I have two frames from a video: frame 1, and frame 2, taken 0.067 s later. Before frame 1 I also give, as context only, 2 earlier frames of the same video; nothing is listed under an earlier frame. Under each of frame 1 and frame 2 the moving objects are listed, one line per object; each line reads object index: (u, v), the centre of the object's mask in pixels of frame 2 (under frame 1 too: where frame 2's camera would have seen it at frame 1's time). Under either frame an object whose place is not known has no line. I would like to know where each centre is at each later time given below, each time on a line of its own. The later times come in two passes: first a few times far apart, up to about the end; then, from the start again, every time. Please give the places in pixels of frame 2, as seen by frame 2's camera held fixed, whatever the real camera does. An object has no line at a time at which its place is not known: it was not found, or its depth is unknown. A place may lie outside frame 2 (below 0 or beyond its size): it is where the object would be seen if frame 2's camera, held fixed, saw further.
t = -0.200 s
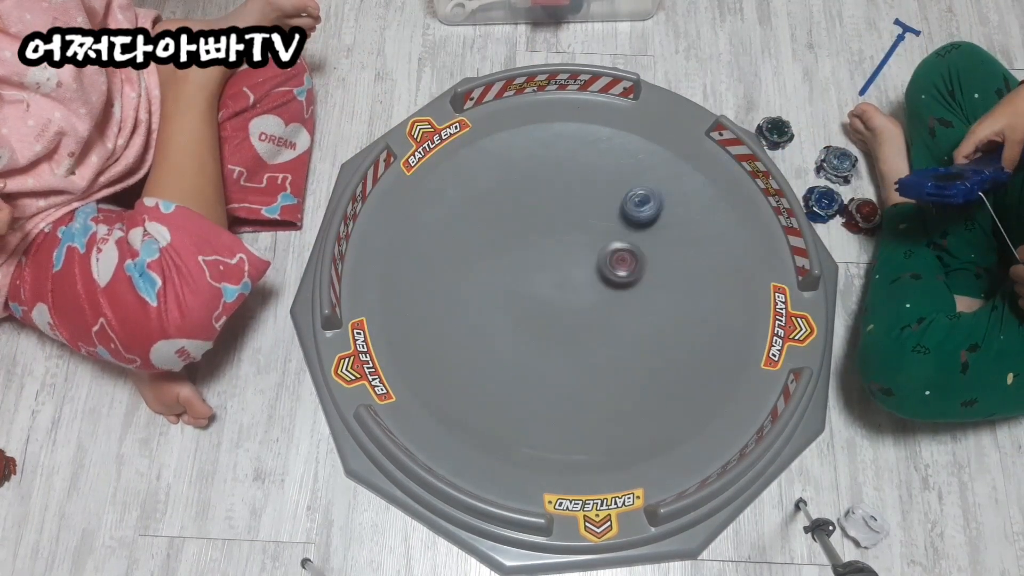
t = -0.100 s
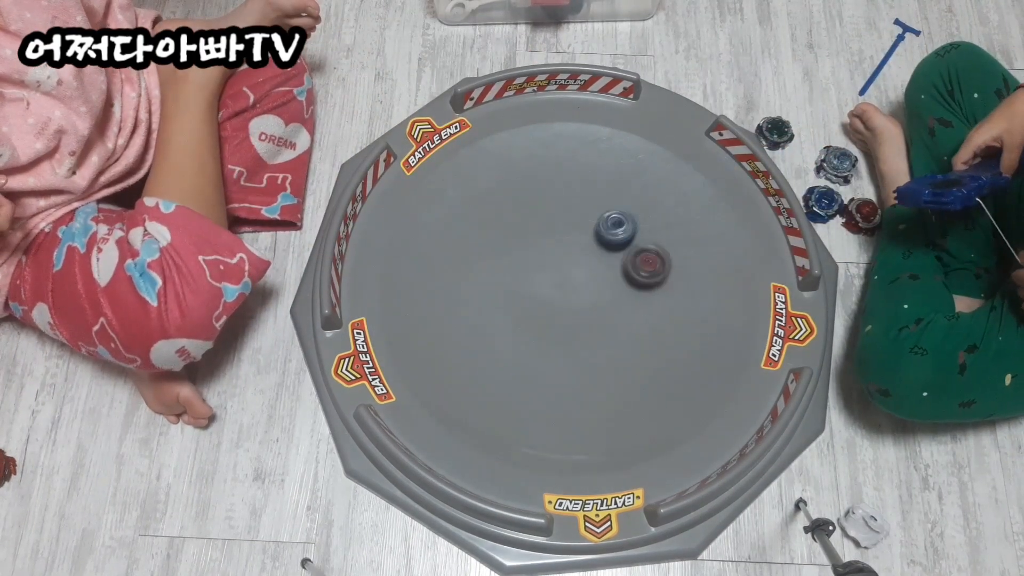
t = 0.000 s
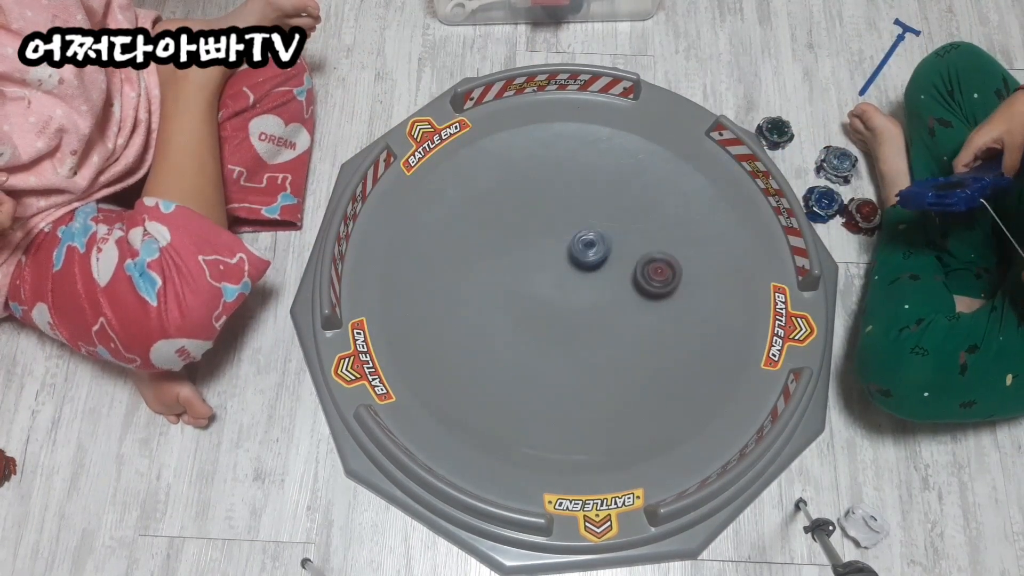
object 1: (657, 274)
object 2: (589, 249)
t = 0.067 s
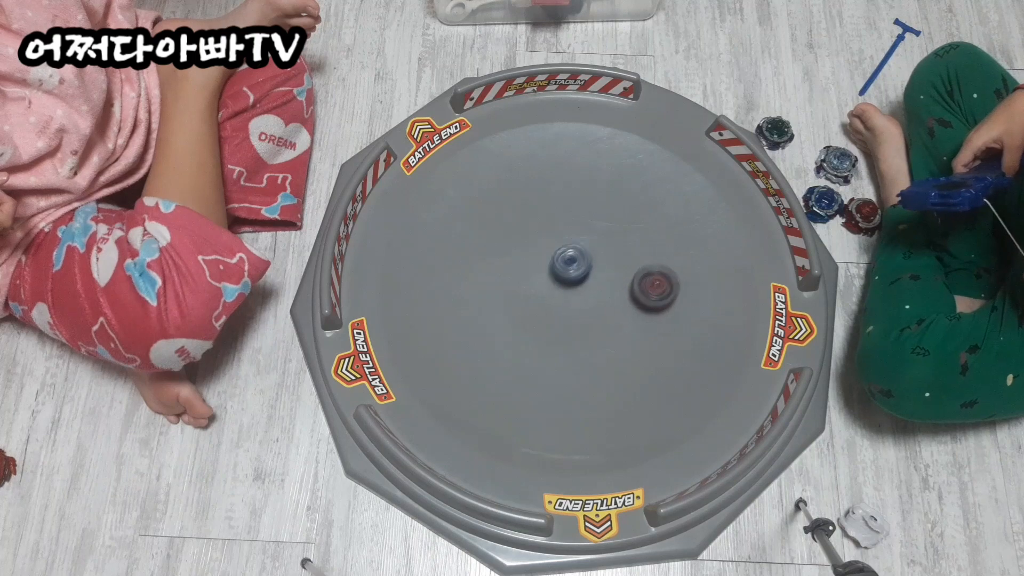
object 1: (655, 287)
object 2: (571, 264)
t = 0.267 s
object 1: (623, 334)
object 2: (530, 315)
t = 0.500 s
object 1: (576, 322)
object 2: (501, 378)
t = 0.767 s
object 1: (543, 266)
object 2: (542, 415)
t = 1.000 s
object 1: (574, 254)
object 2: (582, 366)
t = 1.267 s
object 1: (587, 256)
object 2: (593, 322)
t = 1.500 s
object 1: (608, 203)
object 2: (596, 307)
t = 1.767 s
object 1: (601, 209)
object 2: (574, 279)
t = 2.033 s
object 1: (603, 226)
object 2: (540, 274)
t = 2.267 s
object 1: (566, 242)
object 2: (536, 288)
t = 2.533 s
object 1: (582, 255)
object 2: (548, 348)
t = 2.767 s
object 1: (601, 250)
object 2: (576, 379)
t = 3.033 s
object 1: (559, 289)
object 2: (614, 361)
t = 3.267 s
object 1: (550, 301)
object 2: (619, 316)
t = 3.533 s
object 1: (550, 265)
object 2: (596, 262)
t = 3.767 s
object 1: (535, 278)
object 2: (582, 227)
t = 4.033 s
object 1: (579, 270)
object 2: (561, 212)
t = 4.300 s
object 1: (559, 295)
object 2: (543, 223)
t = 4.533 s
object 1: (586, 302)
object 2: (540, 254)
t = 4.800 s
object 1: (631, 292)
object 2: (485, 269)
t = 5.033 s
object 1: (646, 312)
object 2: (450, 265)
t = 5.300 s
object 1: (667, 312)
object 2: (446, 270)
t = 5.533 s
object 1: (667, 275)
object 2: (485, 273)
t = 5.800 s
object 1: (620, 259)
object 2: (541, 284)
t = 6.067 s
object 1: (616, 272)
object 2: (585, 309)
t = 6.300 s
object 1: (603, 258)
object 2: (598, 335)
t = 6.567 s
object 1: (569, 261)
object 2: (607, 355)
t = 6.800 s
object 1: (572, 291)
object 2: (610, 350)
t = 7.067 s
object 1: (580, 281)
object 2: (602, 322)
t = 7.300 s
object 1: (546, 263)
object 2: (611, 309)
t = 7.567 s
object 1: (547, 260)
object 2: (633, 309)
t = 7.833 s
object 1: (562, 271)
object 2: (638, 300)
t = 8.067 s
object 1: (582, 284)
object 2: (625, 285)
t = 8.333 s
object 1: (566, 286)
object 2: (637, 279)
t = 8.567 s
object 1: (559, 283)
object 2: (638, 276)
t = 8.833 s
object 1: (560, 285)
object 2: (622, 272)
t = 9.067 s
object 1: (570, 280)
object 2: (602, 263)
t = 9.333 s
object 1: (571, 288)
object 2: (619, 244)
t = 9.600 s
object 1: (586, 283)
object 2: (635, 244)
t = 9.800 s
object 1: (575, 286)
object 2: (637, 242)
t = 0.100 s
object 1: (649, 293)
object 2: (562, 273)
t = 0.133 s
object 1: (641, 299)
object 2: (554, 281)
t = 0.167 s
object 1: (634, 308)
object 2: (547, 289)
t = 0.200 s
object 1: (630, 317)
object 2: (541, 298)
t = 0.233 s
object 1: (627, 327)
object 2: (535, 307)
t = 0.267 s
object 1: (623, 334)
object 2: (530, 315)
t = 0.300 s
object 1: (620, 339)
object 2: (524, 324)
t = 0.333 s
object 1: (615, 342)
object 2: (519, 333)
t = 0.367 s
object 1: (609, 343)
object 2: (513, 341)
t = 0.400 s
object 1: (602, 341)
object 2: (508, 350)
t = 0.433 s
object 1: (594, 337)
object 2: (504, 360)
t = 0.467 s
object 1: (586, 329)
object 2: (502, 369)
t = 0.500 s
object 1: (576, 322)
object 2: (501, 378)
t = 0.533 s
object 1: (565, 315)
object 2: (501, 388)
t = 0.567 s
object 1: (556, 309)
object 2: (503, 396)
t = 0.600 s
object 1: (549, 303)
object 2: (507, 403)
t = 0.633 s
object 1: (544, 298)
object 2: (512, 409)
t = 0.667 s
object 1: (540, 291)
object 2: (519, 413)
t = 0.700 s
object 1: (538, 283)
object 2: (527, 416)
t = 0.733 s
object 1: (539, 275)
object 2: (534, 417)
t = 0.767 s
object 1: (543, 266)
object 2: (542, 415)
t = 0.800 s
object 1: (549, 259)
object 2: (548, 412)
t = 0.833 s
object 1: (556, 254)
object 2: (556, 407)
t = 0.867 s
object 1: (562, 251)
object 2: (562, 401)
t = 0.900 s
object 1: (567, 250)
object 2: (568, 394)
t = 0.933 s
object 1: (570, 249)
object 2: (574, 387)
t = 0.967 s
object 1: (572, 251)
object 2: (579, 376)
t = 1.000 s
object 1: (574, 254)
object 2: (582, 366)
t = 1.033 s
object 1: (577, 258)
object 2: (584, 355)
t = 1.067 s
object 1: (580, 261)
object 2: (585, 345)
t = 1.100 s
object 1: (582, 266)
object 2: (586, 334)
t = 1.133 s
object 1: (582, 271)
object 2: (586, 324)
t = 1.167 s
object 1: (582, 274)
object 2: (587, 318)
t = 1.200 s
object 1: (582, 268)
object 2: (588, 322)
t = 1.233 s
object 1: (583, 262)
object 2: (591, 322)
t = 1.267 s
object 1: (587, 256)
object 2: (593, 322)
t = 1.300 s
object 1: (591, 250)
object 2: (594, 321)
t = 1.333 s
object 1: (597, 242)
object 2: (595, 320)
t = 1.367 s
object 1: (601, 234)
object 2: (597, 318)
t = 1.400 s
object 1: (604, 227)
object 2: (598, 316)
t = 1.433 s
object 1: (606, 219)
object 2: (598, 313)
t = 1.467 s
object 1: (607, 211)
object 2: (598, 310)
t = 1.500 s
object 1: (608, 203)
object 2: (596, 307)
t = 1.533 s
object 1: (606, 196)
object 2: (596, 303)
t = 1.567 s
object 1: (604, 192)
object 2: (594, 300)
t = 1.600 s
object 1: (603, 189)
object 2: (593, 297)
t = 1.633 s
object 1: (603, 189)
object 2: (590, 292)
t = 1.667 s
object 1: (602, 191)
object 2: (586, 288)
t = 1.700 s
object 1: (600, 195)
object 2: (582, 284)
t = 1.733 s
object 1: (599, 202)
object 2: (578, 282)
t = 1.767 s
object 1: (601, 209)
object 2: (574, 279)
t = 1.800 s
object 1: (604, 215)
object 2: (569, 277)
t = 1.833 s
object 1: (608, 220)
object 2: (564, 275)
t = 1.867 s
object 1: (611, 223)
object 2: (561, 274)
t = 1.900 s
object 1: (612, 225)
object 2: (556, 272)
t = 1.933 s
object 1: (611, 228)
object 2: (552, 271)
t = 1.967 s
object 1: (609, 229)
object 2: (546, 272)
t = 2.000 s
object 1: (606, 228)
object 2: (543, 273)
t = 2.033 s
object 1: (603, 226)
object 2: (540, 274)
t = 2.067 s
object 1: (598, 223)
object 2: (537, 276)
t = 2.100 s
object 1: (591, 222)
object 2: (535, 277)
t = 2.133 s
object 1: (585, 223)
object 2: (534, 280)
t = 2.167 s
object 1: (581, 226)
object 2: (534, 282)
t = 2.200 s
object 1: (576, 230)
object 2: (534, 283)
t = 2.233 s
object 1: (571, 236)
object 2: (534, 286)
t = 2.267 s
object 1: (566, 242)
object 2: (536, 288)
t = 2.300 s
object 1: (559, 248)
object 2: (539, 290)
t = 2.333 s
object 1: (557, 253)
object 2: (539, 296)
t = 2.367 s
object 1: (558, 255)
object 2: (538, 307)
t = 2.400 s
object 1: (561, 255)
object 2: (539, 317)
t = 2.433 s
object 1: (564, 255)
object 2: (540, 324)
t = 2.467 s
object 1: (569, 254)
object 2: (542, 332)
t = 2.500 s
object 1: (575, 254)
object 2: (544, 341)
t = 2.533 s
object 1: (582, 255)
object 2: (548, 348)
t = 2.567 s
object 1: (589, 255)
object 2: (550, 354)
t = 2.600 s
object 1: (596, 254)
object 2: (553, 360)
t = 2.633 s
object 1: (601, 253)
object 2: (558, 366)
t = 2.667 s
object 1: (604, 250)
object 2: (562, 370)
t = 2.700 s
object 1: (604, 248)
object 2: (565, 374)
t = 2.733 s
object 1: (603, 248)
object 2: (570, 377)
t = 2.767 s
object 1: (601, 250)
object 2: (576, 379)
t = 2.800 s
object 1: (599, 256)
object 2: (580, 379)
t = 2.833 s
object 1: (595, 262)
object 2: (586, 380)
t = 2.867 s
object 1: (590, 267)
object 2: (592, 379)
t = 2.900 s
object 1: (583, 272)
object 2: (598, 377)
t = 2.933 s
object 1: (576, 276)
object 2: (603, 374)
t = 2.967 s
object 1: (570, 280)
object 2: (607, 370)
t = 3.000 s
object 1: (564, 284)
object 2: (611, 365)
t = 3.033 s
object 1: (559, 289)
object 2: (614, 361)
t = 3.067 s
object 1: (555, 294)
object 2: (617, 355)
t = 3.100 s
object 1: (553, 299)
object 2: (618, 349)
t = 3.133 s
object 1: (553, 303)
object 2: (620, 344)
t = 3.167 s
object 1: (554, 305)
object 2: (621, 336)
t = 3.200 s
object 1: (553, 305)
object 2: (620, 330)
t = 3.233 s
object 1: (552, 304)
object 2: (620, 323)
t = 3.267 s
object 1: (550, 301)
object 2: (619, 316)
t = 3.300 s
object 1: (548, 297)
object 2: (617, 309)
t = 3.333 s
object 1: (547, 292)
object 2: (615, 302)
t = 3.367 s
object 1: (547, 287)
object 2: (612, 295)
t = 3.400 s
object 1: (548, 282)
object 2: (609, 288)
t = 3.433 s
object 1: (550, 277)
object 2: (606, 281)
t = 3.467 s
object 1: (551, 273)
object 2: (601, 274)
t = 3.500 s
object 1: (552, 269)
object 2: (598, 269)
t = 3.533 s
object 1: (550, 265)
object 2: (596, 262)
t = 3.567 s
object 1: (545, 263)
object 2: (594, 256)
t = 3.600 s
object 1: (539, 262)
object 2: (593, 251)
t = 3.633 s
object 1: (534, 263)
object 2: (591, 244)
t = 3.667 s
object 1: (531, 265)
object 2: (588, 240)
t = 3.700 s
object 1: (530, 269)
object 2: (587, 235)
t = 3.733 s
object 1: (531, 274)
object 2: (584, 231)
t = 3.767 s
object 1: (535, 278)
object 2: (582, 227)
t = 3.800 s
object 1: (542, 281)
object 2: (580, 223)
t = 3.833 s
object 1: (549, 283)
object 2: (577, 220)
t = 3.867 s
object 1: (556, 282)
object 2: (574, 218)
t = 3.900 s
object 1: (564, 280)
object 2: (571, 215)
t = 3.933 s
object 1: (571, 277)
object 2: (569, 215)
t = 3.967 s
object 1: (576, 274)
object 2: (566, 213)
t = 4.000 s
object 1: (578, 272)
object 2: (563, 212)
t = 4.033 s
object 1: (579, 270)
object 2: (561, 212)
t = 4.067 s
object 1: (578, 268)
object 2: (557, 212)
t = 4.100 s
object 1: (576, 268)
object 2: (555, 213)
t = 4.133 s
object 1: (572, 270)
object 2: (553, 213)
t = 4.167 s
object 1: (568, 273)
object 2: (550, 215)
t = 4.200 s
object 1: (565, 277)
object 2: (549, 216)
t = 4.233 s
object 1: (562, 282)
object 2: (546, 218)
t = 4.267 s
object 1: (560, 289)
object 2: (545, 221)
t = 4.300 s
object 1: (559, 295)
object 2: (543, 223)
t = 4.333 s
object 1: (561, 301)
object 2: (541, 226)
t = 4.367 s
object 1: (564, 306)
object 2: (540, 230)
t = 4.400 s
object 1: (568, 309)
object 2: (539, 234)
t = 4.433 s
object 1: (573, 310)
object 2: (539, 238)
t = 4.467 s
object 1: (578, 309)
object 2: (538, 243)
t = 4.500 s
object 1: (583, 306)
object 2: (539, 249)
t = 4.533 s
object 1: (586, 302)
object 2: (540, 254)
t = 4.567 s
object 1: (587, 296)
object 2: (541, 260)
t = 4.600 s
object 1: (586, 290)
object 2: (543, 264)
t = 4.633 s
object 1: (589, 286)
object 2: (540, 269)
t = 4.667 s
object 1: (601, 286)
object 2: (525, 269)
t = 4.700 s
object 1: (611, 287)
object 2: (512, 268)
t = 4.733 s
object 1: (620, 288)
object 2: (502, 269)
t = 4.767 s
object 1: (626, 290)
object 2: (492, 269)
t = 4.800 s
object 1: (631, 292)
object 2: (485, 269)
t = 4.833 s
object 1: (634, 294)
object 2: (478, 269)
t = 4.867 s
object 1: (637, 297)
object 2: (473, 269)
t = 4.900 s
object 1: (640, 299)
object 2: (467, 269)
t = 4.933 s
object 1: (643, 302)
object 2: (463, 268)
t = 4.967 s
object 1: (644, 306)
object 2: (458, 267)
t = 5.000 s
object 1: (645, 309)
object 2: (455, 267)
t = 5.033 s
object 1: (646, 312)
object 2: (450, 265)
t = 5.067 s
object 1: (648, 315)
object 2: (446, 265)
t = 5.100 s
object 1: (651, 318)
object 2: (443, 265)
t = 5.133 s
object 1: (654, 320)
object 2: (441, 265)
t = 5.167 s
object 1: (657, 321)
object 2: (439, 265)
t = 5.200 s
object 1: (660, 320)
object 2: (441, 266)
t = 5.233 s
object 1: (663, 318)
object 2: (441, 267)
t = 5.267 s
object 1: (665, 315)
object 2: (443, 268)
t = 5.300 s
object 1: (667, 312)
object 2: (446, 270)
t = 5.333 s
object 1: (668, 307)
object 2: (451, 270)
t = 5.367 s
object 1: (669, 301)
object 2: (454, 271)
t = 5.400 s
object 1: (670, 297)
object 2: (460, 271)
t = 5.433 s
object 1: (670, 292)
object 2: (466, 273)
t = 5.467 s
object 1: (670, 286)
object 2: (471, 272)
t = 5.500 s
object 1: (669, 280)
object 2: (479, 273)
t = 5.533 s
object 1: (667, 275)
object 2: (485, 273)
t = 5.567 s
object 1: (663, 270)
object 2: (492, 274)
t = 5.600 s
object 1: (658, 264)
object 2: (499, 274)
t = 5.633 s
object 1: (653, 260)
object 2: (506, 275)
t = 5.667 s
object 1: (646, 257)
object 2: (514, 276)
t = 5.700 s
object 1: (638, 255)
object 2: (520, 278)
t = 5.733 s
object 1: (631, 255)
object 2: (528, 279)
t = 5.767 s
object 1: (625, 256)
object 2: (535, 282)
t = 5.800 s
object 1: (620, 259)
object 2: (541, 284)
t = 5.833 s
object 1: (615, 262)
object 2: (550, 288)
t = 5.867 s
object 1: (614, 264)
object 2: (555, 290)
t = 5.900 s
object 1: (613, 268)
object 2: (563, 293)
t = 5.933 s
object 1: (612, 271)
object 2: (567, 297)
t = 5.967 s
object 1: (613, 272)
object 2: (572, 300)
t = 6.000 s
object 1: (615, 273)
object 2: (577, 304)
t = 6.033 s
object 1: (615, 273)
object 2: (581, 306)
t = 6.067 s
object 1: (616, 272)
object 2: (585, 309)
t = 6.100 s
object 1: (616, 271)
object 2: (588, 311)
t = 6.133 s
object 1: (615, 269)
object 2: (591, 315)
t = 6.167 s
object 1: (613, 266)
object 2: (593, 318)
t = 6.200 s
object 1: (611, 265)
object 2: (595, 323)
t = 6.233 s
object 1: (608, 262)
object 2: (596, 326)
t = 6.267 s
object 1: (605, 260)
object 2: (598, 331)
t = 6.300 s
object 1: (603, 258)
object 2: (598, 335)
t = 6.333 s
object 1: (599, 255)
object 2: (600, 339)
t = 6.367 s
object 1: (596, 254)
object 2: (601, 343)
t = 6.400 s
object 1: (592, 252)
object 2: (603, 346)
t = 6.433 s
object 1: (586, 252)
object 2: (604, 349)
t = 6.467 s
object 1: (582, 253)
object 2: (604, 350)
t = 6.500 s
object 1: (577, 254)
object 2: (606, 353)
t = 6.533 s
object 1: (572, 257)
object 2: (606, 354)
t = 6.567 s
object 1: (569, 261)
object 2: (607, 355)
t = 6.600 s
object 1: (566, 266)
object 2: (607, 356)
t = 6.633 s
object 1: (564, 270)
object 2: (609, 355)
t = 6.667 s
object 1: (564, 277)
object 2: (610, 356)
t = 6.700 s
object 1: (564, 281)
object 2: (609, 354)
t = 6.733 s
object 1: (567, 286)
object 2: (610, 353)
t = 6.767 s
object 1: (569, 290)
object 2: (609, 352)
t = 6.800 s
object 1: (572, 291)
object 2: (610, 350)
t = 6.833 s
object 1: (575, 293)
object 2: (609, 349)
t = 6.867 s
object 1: (577, 291)
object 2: (609, 345)
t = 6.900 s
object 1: (580, 291)
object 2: (608, 342)
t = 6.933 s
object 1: (581, 289)
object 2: (606, 338)
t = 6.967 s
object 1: (583, 288)
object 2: (605, 334)
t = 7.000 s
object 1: (582, 285)
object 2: (604, 331)
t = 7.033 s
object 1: (581, 283)
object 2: (602, 326)
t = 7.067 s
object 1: (580, 281)
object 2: (602, 322)
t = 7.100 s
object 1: (577, 280)
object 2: (599, 318)
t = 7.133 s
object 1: (574, 278)
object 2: (597, 313)
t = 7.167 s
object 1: (570, 277)
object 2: (597, 310)
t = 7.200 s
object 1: (566, 275)
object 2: (597, 306)
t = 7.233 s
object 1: (558, 270)
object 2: (602, 308)
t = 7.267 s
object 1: (551, 267)
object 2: (607, 309)
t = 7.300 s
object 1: (546, 263)
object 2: (611, 309)
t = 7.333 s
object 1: (542, 263)
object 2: (616, 311)
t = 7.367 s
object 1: (541, 261)
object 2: (619, 311)
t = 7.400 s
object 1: (539, 262)
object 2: (623, 310)
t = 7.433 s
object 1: (541, 260)
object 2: (625, 311)
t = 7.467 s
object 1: (540, 261)
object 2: (626, 310)
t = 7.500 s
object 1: (544, 261)
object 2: (630, 310)
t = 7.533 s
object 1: (545, 259)
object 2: (631, 310)
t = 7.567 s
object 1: (547, 260)
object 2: (633, 309)
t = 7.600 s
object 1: (549, 258)
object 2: (636, 308)
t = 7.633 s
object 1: (550, 259)
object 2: (637, 308)
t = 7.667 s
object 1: (553, 259)
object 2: (637, 307)
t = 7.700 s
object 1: (553, 260)
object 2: (639, 306)
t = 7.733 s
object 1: (555, 263)
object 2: (638, 305)
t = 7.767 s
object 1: (557, 264)
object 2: (639, 303)
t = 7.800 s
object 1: (559, 267)
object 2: (639, 302)
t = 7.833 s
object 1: (562, 271)
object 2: (638, 300)
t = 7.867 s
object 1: (564, 273)
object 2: (638, 298)
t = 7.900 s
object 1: (567, 276)
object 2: (637, 296)
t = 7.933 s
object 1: (571, 279)
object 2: (636, 294)
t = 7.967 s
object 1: (573, 280)
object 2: (634, 292)
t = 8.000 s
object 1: (577, 282)
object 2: (632, 290)
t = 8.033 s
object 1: (581, 283)
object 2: (629, 288)
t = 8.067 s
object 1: (582, 284)
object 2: (625, 285)
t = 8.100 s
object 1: (583, 285)
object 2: (624, 284)
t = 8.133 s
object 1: (579, 285)
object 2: (627, 283)
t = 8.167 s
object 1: (574, 287)
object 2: (629, 282)
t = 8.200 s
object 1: (572, 287)
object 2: (632, 282)
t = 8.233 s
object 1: (571, 286)
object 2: (633, 281)
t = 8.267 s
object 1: (569, 286)
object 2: (635, 279)
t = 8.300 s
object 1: (567, 287)
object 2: (637, 279)
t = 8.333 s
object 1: (566, 286)
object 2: (637, 279)
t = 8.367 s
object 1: (565, 284)
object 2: (638, 277)
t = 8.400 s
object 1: (563, 283)
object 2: (639, 278)
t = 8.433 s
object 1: (563, 285)
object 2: (638, 277)
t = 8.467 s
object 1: (562, 283)
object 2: (639, 276)
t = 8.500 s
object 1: (560, 283)
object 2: (639, 276)
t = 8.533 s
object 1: (559, 283)
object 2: (638, 276)
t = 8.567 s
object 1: (559, 283)
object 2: (638, 276)
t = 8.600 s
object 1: (558, 283)
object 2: (635, 276)
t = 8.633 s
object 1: (557, 283)
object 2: (634, 275)
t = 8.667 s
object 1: (557, 284)
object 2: (633, 275)
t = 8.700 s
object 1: (558, 285)
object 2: (631, 275)
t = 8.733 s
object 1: (559, 284)
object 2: (629, 274)
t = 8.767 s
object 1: (558, 285)
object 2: (628, 273)
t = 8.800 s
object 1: (558, 285)
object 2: (626, 273)
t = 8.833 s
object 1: (560, 285)
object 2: (622, 272)
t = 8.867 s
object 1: (563, 284)
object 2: (620, 270)
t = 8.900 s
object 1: (564, 282)
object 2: (617, 270)
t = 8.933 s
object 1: (564, 282)
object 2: (613, 269)
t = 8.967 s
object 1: (566, 282)
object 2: (609, 268)
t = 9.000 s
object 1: (570, 282)
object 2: (605, 267)
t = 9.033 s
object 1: (571, 280)
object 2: (602, 265)
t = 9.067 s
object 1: (570, 280)
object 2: (602, 263)
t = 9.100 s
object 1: (567, 283)
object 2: (605, 259)
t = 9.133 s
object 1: (565, 285)
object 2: (609, 255)
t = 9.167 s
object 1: (564, 288)
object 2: (610, 252)
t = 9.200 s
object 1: (564, 288)
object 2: (613, 249)
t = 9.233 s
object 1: (565, 289)
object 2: (615, 247)
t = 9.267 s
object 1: (567, 289)
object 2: (616, 246)
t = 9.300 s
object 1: (569, 288)
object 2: (618, 245)
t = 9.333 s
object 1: (571, 288)
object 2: (619, 244)
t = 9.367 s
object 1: (574, 287)
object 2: (621, 243)
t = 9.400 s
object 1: (577, 285)
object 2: (623, 242)
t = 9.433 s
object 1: (580, 284)
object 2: (624, 243)
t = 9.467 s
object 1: (583, 283)
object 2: (626, 244)
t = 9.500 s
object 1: (585, 283)
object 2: (628, 244)
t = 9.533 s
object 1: (586, 283)
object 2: (630, 244)
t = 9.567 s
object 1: (586, 284)
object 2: (632, 244)
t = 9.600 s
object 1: (586, 283)
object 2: (635, 244)
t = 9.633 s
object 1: (585, 283)
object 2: (637, 243)
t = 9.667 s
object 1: (583, 283)
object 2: (638, 241)
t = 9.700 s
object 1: (582, 283)
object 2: (639, 241)
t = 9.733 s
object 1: (579, 284)
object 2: (639, 241)
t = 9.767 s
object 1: (577, 285)
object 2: (638, 241)
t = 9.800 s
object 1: (575, 286)
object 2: (637, 242)
